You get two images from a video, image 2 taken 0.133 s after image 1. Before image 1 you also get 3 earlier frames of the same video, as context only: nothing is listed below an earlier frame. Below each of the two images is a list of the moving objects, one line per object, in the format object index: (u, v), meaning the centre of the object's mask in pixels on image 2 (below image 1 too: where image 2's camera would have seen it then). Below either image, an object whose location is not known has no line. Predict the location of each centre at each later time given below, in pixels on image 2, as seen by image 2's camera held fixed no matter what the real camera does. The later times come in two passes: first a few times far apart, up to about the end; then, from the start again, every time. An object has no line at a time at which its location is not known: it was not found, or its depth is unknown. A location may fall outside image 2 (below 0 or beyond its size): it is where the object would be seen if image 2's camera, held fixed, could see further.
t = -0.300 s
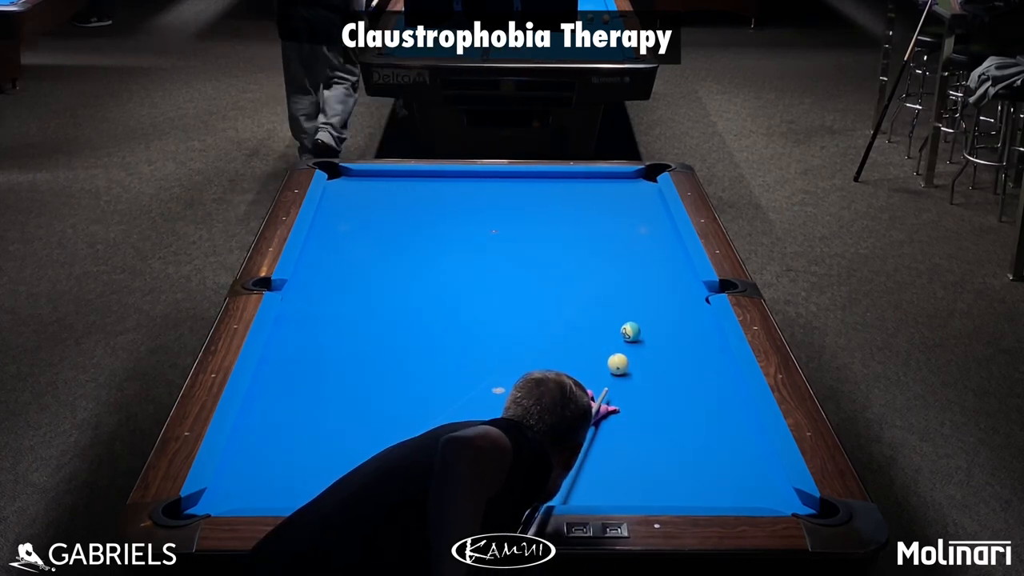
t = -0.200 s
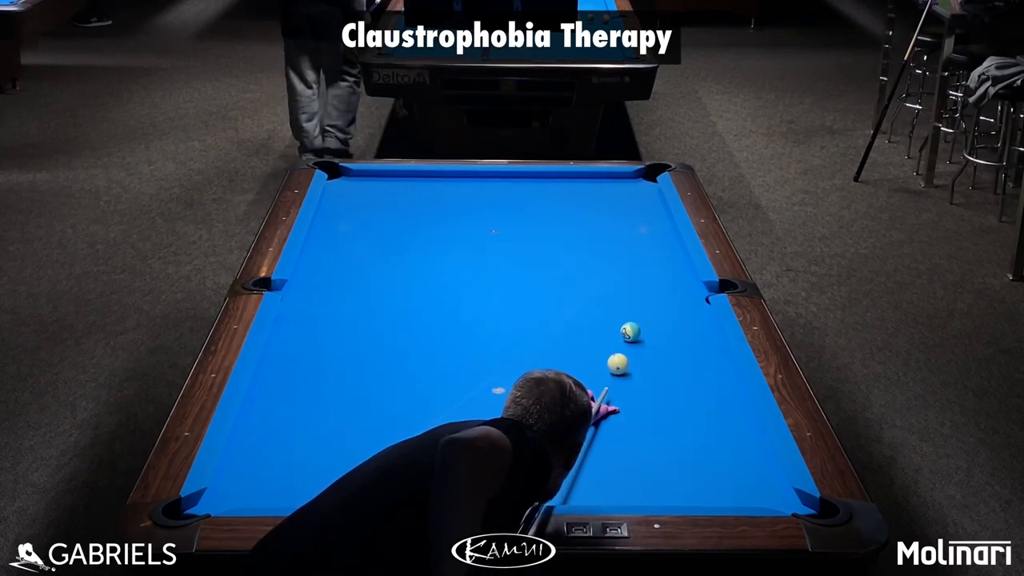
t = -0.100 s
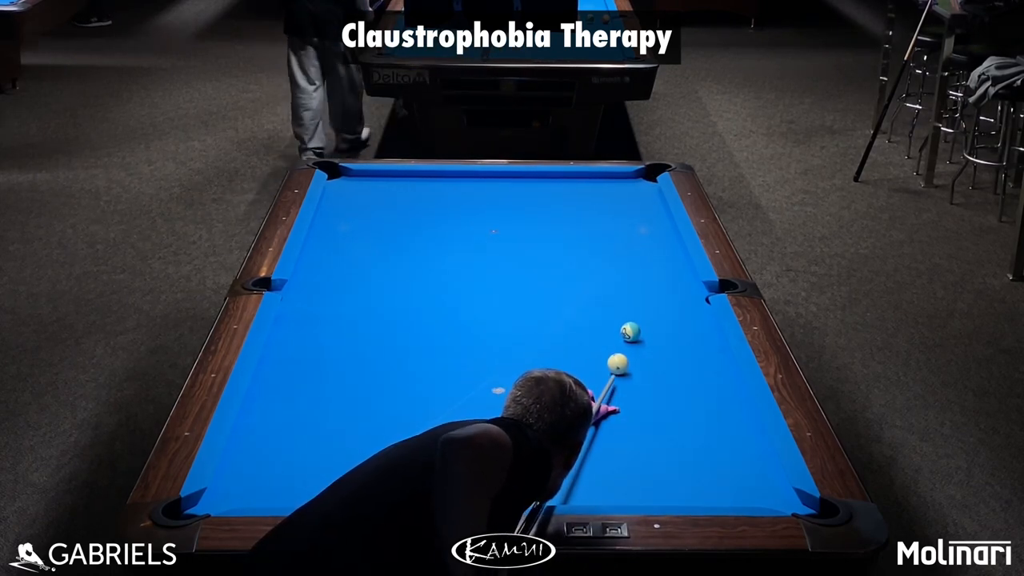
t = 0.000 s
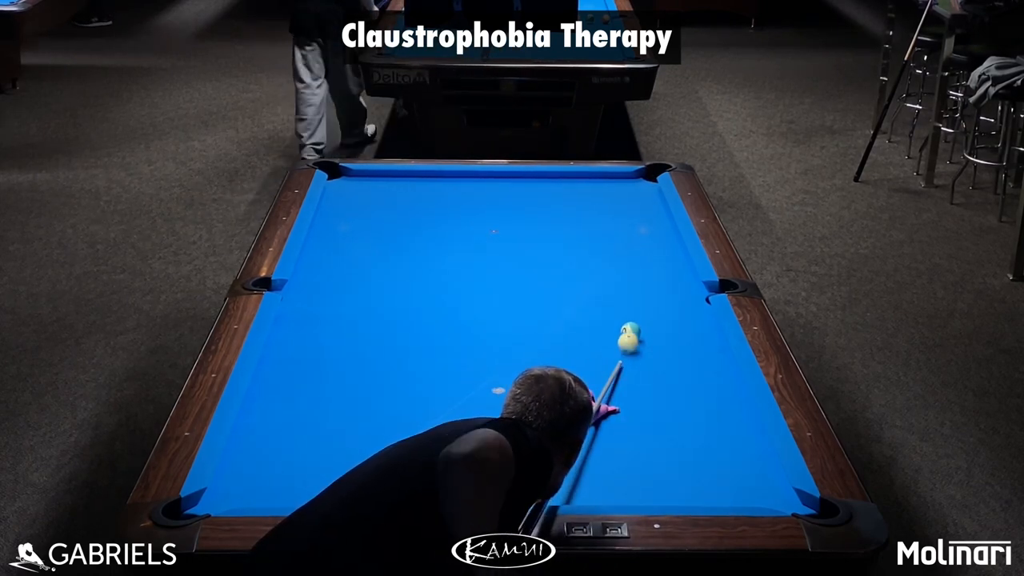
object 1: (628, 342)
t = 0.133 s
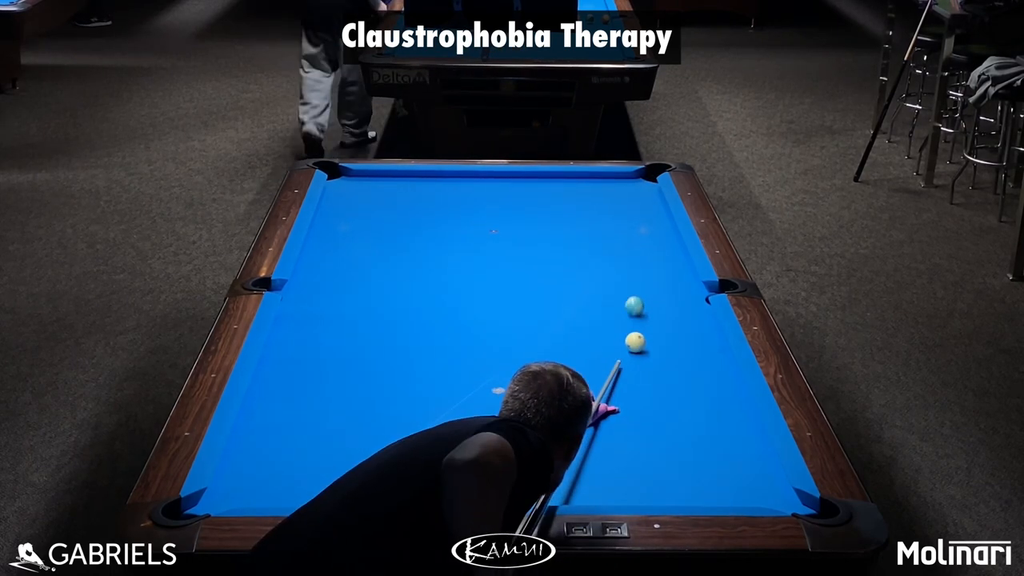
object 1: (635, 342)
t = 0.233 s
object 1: (639, 345)
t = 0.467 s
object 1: (647, 350)
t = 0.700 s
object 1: (654, 356)
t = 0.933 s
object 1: (659, 361)
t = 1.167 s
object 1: (664, 366)
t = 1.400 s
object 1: (668, 369)
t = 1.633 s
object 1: (672, 372)
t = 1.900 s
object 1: (675, 375)
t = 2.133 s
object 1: (677, 377)
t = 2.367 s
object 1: (678, 378)
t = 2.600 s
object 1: (678, 378)
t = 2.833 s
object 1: (678, 378)
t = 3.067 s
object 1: (678, 378)
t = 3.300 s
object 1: (678, 378)
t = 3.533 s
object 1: (678, 378)
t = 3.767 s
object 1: (678, 378)
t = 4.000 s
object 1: (678, 378)
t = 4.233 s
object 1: (678, 378)
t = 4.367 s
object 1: (678, 378)
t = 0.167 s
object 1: (636, 343)
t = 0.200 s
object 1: (637, 344)
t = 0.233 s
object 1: (639, 345)
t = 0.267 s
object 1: (640, 345)
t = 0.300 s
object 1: (641, 346)
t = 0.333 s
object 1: (642, 347)
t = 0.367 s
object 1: (643, 348)
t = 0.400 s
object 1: (645, 349)
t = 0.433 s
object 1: (646, 350)
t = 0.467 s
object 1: (647, 350)
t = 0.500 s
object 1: (648, 351)
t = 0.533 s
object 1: (649, 352)
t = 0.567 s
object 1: (650, 353)
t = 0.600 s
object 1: (651, 354)
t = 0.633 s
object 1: (652, 354)
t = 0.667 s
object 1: (653, 355)
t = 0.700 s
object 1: (654, 356)
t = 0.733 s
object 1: (654, 357)
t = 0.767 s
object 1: (655, 357)
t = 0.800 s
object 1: (656, 358)
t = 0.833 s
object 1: (657, 359)
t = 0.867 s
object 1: (658, 360)
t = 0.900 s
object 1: (658, 360)
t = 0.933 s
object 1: (659, 361)
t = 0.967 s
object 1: (660, 362)
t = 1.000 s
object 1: (661, 363)
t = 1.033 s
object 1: (662, 363)
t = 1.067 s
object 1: (662, 364)
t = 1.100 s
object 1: (663, 365)
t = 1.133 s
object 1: (663, 365)
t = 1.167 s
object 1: (664, 366)
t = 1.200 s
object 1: (665, 366)
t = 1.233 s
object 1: (665, 367)
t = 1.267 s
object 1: (666, 367)
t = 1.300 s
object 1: (667, 368)
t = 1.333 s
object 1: (667, 368)
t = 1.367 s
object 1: (668, 369)
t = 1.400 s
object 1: (668, 369)
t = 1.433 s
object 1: (669, 370)
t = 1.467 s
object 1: (670, 370)
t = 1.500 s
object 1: (670, 371)
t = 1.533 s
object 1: (671, 371)
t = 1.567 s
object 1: (671, 372)
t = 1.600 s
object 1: (671, 372)
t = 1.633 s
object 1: (672, 372)
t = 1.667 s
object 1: (672, 373)
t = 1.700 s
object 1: (673, 373)
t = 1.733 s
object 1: (673, 373)
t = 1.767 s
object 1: (674, 374)
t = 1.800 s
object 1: (674, 374)
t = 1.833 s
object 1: (674, 374)
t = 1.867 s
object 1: (675, 375)
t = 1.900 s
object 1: (675, 375)
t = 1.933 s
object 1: (675, 375)
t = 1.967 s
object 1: (676, 376)
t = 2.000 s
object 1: (676, 376)
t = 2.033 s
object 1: (676, 376)
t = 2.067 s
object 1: (677, 376)
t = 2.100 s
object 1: (677, 376)
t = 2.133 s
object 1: (677, 377)
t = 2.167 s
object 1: (677, 377)
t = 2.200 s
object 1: (677, 377)
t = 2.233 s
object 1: (678, 377)
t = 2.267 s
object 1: (678, 377)
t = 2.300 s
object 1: (678, 377)
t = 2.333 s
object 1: (678, 378)
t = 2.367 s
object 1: (678, 378)
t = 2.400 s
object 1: (678, 378)
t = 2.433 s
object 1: (678, 378)
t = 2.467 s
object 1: (678, 378)
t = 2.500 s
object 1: (678, 378)
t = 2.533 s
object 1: (678, 378)
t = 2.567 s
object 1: (678, 378)
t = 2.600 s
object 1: (678, 378)
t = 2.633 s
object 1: (678, 378)
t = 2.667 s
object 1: (678, 378)
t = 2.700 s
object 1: (678, 378)
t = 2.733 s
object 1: (678, 378)
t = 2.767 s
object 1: (678, 378)
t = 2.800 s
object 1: (678, 378)
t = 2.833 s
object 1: (678, 378)
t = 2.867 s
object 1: (678, 378)
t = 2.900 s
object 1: (678, 378)
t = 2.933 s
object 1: (678, 378)
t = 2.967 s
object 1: (678, 378)
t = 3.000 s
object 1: (678, 378)
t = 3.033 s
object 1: (678, 378)
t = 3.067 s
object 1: (678, 378)
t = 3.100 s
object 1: (678, 378)
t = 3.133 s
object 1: (678, 378)
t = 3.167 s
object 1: (678, 378)
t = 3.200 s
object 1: (678, 378)
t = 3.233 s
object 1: (678, 378)
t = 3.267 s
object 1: (678, 378)
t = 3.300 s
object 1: (678, 378)
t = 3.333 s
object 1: (678, 378)
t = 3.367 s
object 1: (678, 378)
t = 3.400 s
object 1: (678, 378)
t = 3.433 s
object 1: (678, 378)
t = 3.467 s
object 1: (678, 378)
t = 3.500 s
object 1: (678, 378)
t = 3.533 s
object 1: (678, 378)
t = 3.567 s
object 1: (678, 378)
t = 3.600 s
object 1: (678, 378)
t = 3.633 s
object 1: (678, 378)
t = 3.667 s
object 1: (678, 378)
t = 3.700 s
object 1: (678, 378)
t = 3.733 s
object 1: (678, 378)
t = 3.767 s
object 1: (678, 378)
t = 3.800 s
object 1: (678, 378)
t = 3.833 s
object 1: (678, 378)
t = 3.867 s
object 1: (678, 378)
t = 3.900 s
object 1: (678, 378)
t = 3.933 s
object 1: (678, 378)
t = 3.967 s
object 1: (678, 378)
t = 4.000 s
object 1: (678, 378)
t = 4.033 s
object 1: (678, 378)
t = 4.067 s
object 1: (678, 378)
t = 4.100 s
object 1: (678, 378)
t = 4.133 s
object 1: (678, 378)
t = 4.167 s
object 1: (678, 378)
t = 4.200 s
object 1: (678, 378)
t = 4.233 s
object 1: (678, 378)
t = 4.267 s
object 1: (678, 378)
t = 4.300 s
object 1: (678, 378)
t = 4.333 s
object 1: (678, 378)
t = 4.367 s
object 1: (678, 378)
